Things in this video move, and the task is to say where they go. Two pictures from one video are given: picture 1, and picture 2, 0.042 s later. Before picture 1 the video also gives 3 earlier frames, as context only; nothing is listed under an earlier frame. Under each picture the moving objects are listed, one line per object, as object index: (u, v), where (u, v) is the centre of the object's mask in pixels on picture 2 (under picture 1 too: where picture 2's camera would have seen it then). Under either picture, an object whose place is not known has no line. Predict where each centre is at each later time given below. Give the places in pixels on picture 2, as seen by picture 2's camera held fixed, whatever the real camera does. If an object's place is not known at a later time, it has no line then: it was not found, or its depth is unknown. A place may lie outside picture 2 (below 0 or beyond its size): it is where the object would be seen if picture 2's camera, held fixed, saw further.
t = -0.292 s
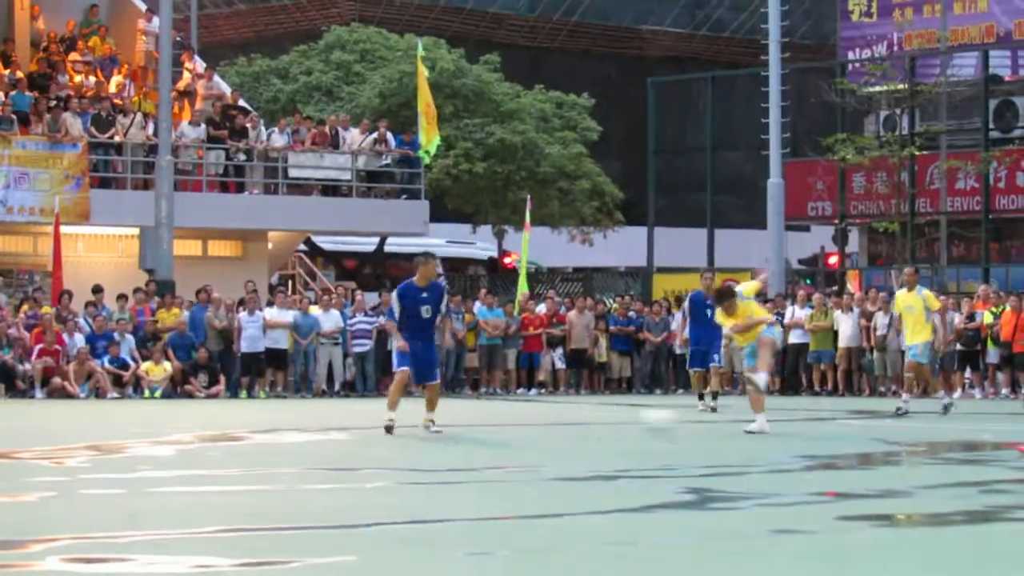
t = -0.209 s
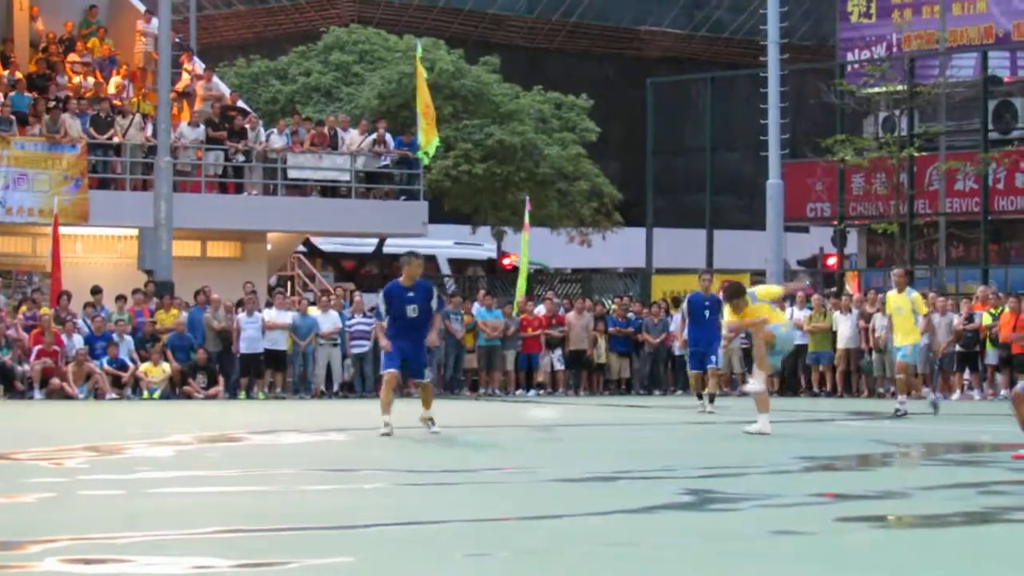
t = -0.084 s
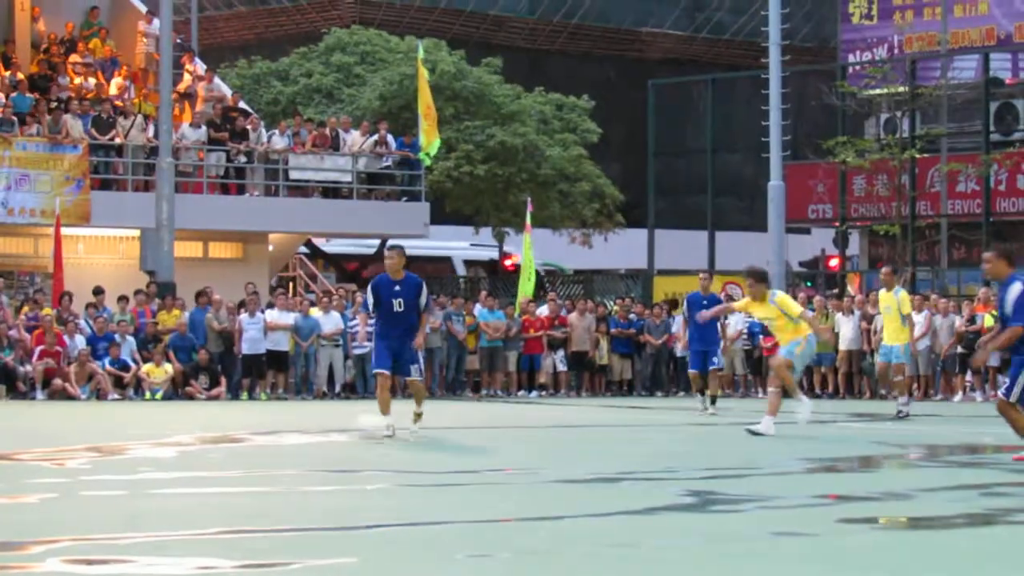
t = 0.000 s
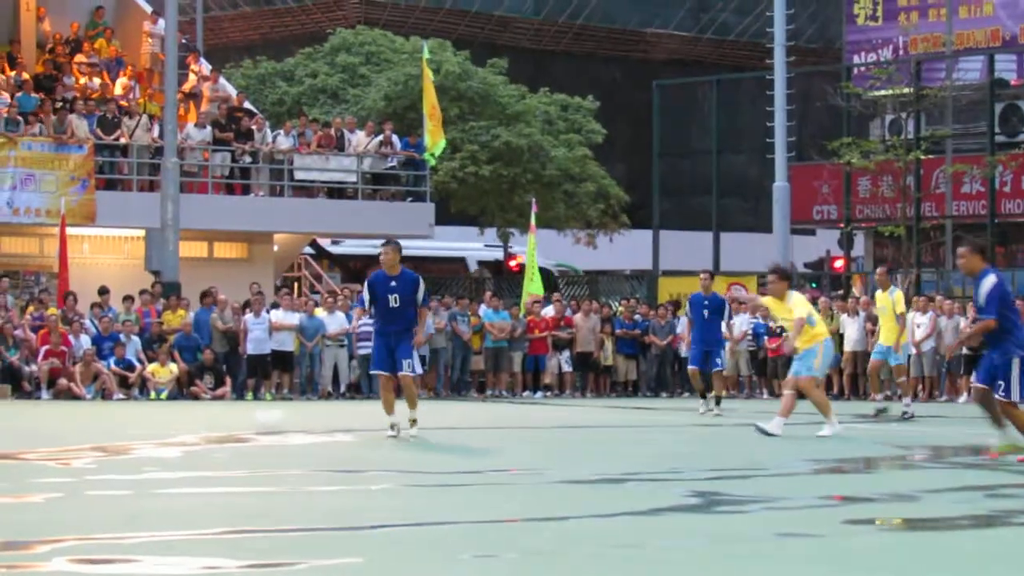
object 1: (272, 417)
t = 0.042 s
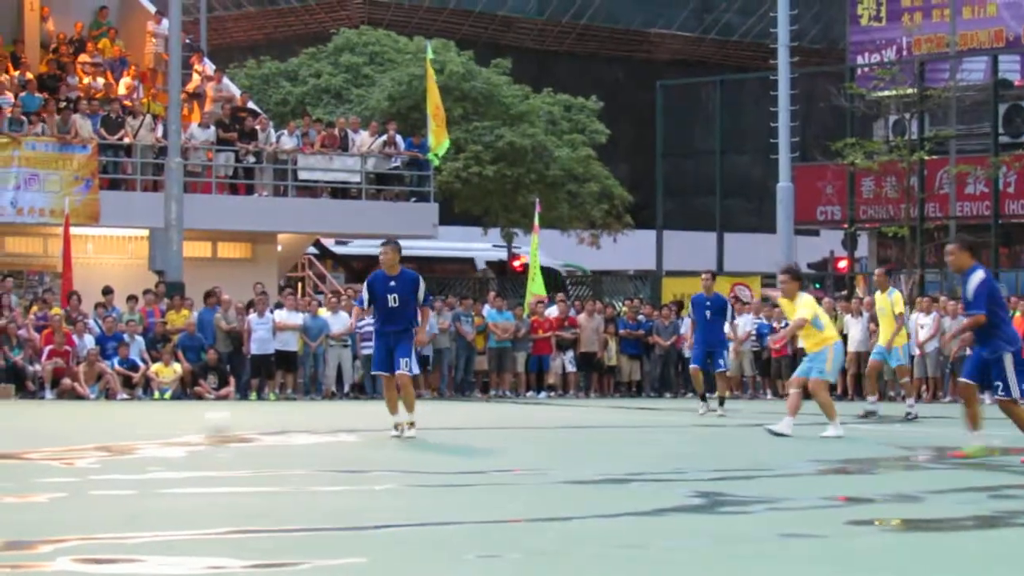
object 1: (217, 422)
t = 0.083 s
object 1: (163, 426)
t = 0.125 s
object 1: (107, 428)
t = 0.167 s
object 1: (53, 423)
